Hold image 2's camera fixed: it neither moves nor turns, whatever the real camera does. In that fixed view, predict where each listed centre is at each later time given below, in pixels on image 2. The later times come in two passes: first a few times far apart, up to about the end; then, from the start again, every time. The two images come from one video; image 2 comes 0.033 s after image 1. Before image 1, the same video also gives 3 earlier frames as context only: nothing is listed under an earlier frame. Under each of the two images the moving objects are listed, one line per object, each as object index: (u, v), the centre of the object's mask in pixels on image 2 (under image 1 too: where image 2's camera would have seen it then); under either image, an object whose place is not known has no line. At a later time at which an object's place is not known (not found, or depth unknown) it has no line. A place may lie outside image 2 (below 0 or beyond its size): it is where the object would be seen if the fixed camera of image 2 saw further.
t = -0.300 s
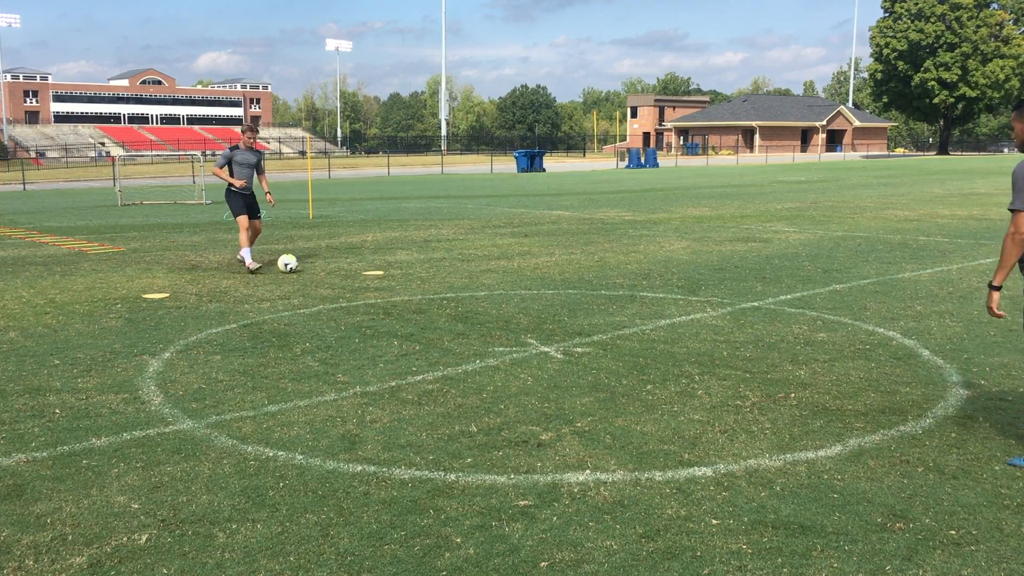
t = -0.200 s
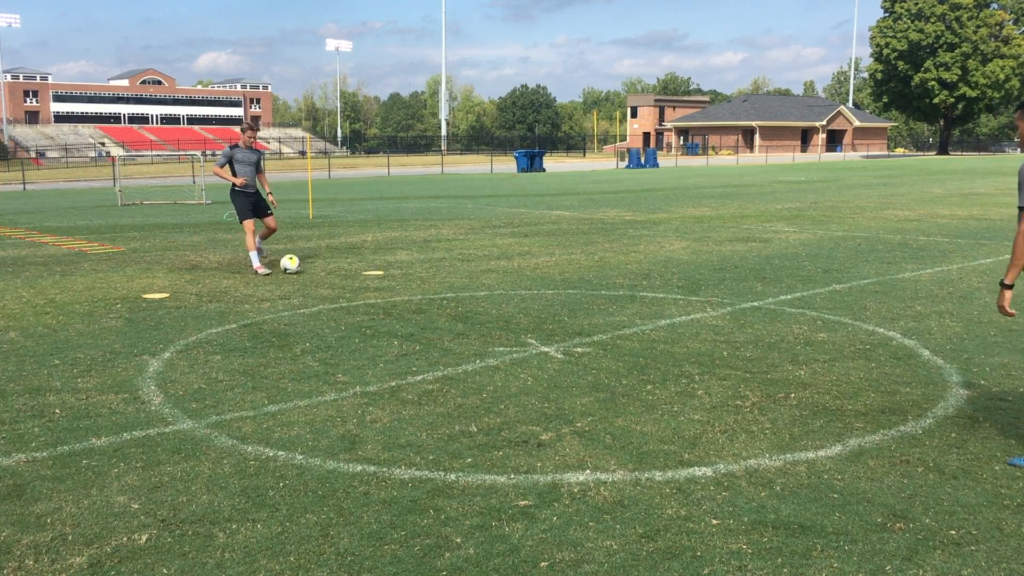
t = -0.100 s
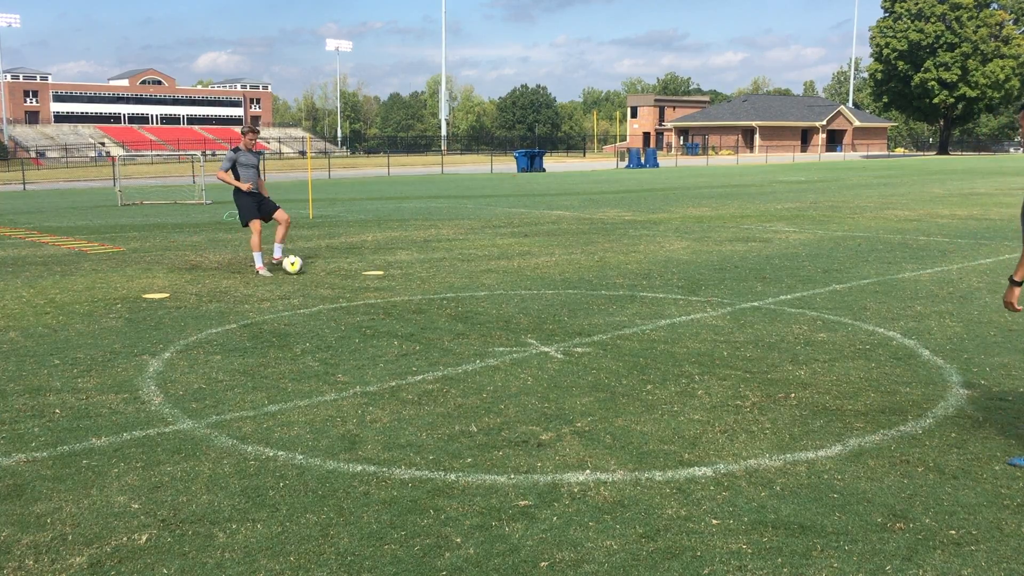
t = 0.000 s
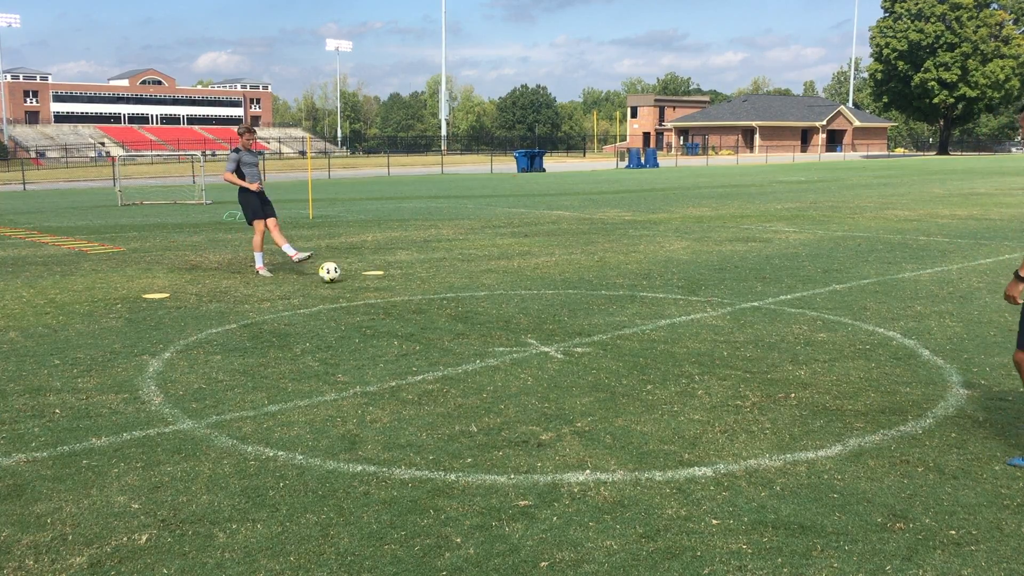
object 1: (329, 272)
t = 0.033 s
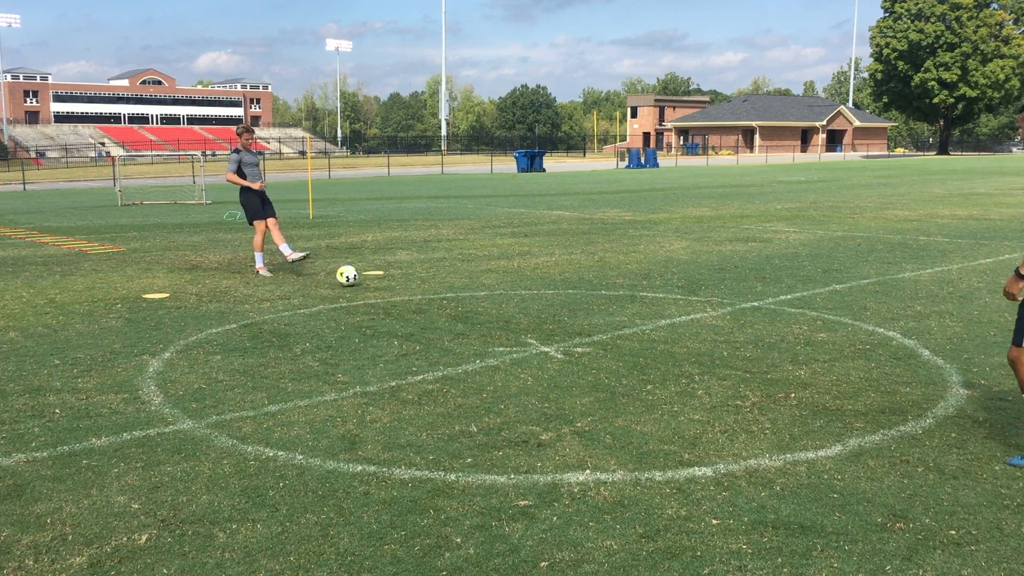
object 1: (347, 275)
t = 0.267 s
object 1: (482, 301)
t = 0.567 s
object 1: (687, 340)
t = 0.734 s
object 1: (817, 366)
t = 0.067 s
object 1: (365, 280)
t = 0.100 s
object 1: (384, 283)
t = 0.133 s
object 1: (402, 286)
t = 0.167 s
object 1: (422, 290)
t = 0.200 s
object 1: (441, 294)
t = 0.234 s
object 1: (461, 297)
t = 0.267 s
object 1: (482, 301)
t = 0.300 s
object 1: (503, 305)
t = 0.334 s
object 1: (525, 310)
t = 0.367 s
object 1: (546, 314)
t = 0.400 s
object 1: (568, 317)
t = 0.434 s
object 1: (591, 322)
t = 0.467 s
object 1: (615, 328)
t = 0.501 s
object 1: (639, 334)
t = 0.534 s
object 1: (663, 337)
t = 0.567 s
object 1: (687, 340)
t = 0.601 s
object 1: (712, 347)
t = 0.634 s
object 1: (739, 355)
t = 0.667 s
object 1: (764, 360)
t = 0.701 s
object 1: (790, 362)
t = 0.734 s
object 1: (817, 366)
